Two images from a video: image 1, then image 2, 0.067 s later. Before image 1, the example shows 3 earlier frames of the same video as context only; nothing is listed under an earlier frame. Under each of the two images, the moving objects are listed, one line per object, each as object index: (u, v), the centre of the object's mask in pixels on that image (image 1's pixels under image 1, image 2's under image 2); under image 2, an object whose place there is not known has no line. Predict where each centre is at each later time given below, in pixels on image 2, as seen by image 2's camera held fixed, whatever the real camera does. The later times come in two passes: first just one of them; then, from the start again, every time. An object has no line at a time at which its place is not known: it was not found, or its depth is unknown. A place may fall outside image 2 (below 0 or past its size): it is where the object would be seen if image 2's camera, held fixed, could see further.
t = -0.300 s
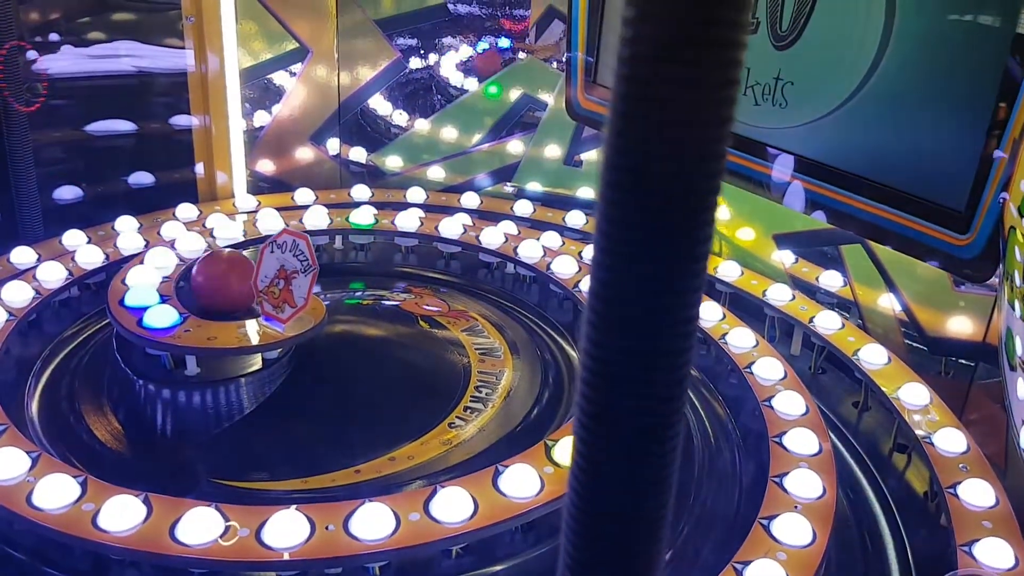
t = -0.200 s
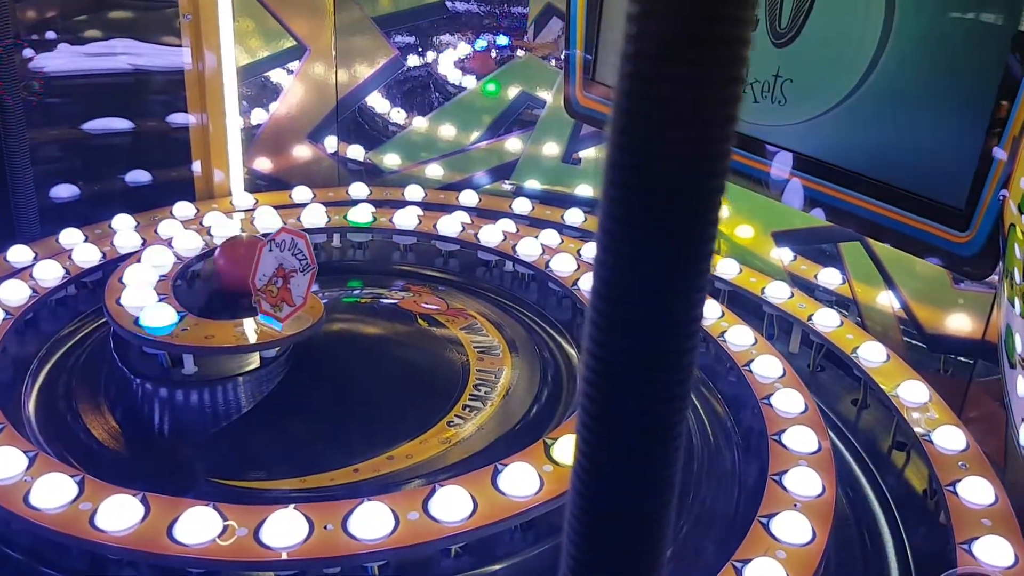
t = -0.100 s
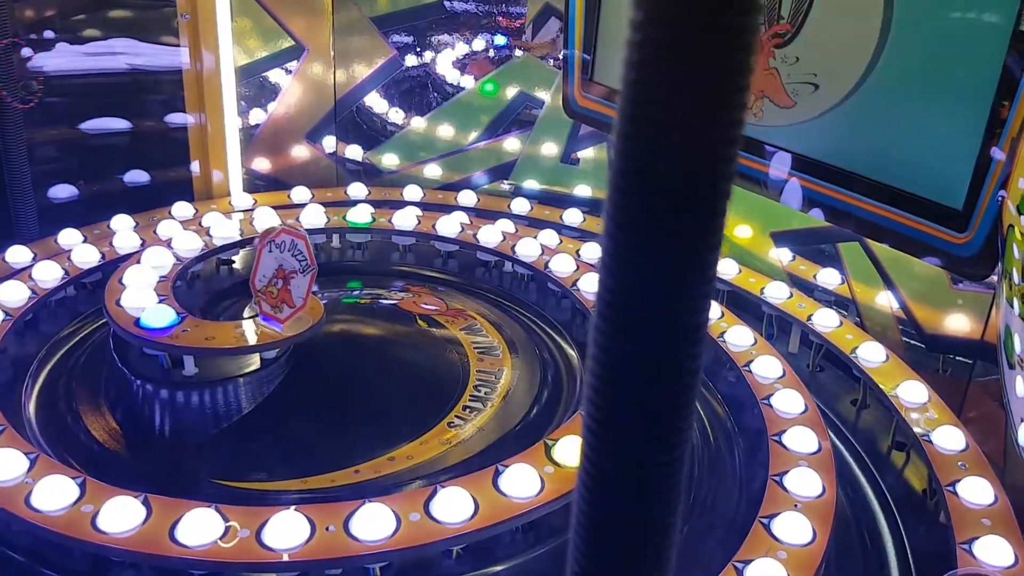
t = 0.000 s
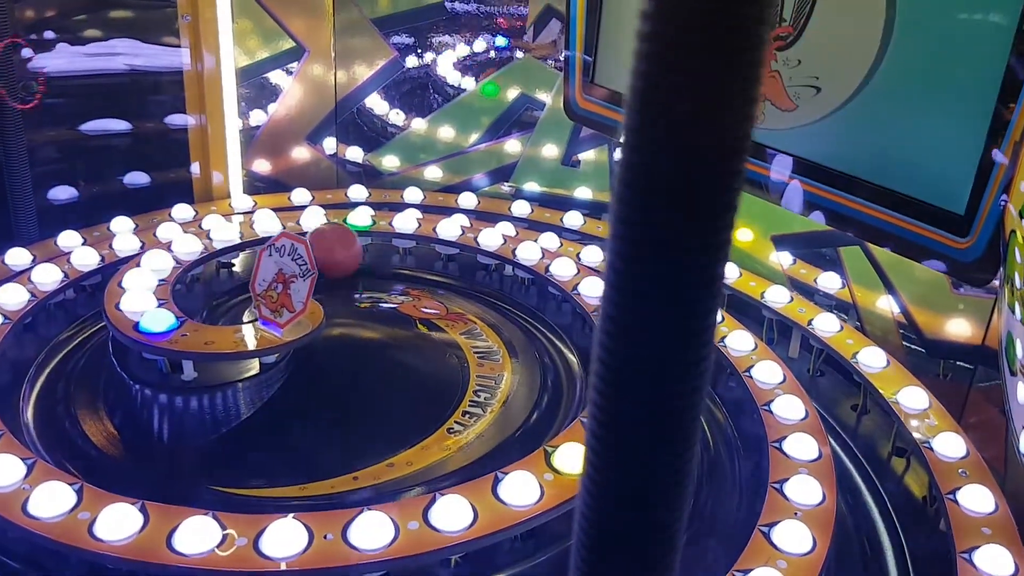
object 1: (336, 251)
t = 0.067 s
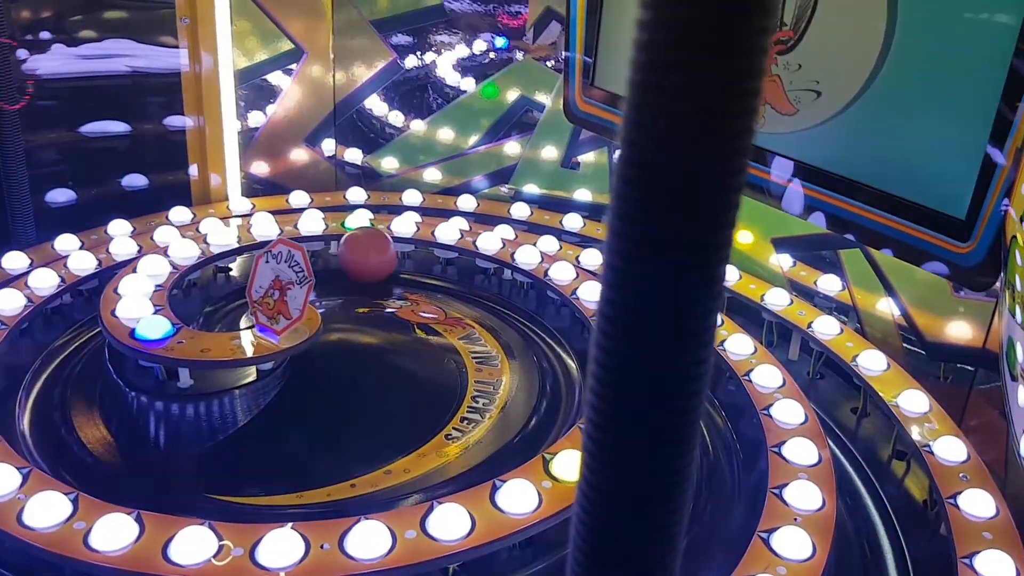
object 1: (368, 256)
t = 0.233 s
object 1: (459, 270)
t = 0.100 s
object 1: (386, 257)
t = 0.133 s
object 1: (405, 259)
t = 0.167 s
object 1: (423, 262)
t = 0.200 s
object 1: (441, 265)
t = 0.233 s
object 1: (459, 270)
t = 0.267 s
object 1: (475, 275)
